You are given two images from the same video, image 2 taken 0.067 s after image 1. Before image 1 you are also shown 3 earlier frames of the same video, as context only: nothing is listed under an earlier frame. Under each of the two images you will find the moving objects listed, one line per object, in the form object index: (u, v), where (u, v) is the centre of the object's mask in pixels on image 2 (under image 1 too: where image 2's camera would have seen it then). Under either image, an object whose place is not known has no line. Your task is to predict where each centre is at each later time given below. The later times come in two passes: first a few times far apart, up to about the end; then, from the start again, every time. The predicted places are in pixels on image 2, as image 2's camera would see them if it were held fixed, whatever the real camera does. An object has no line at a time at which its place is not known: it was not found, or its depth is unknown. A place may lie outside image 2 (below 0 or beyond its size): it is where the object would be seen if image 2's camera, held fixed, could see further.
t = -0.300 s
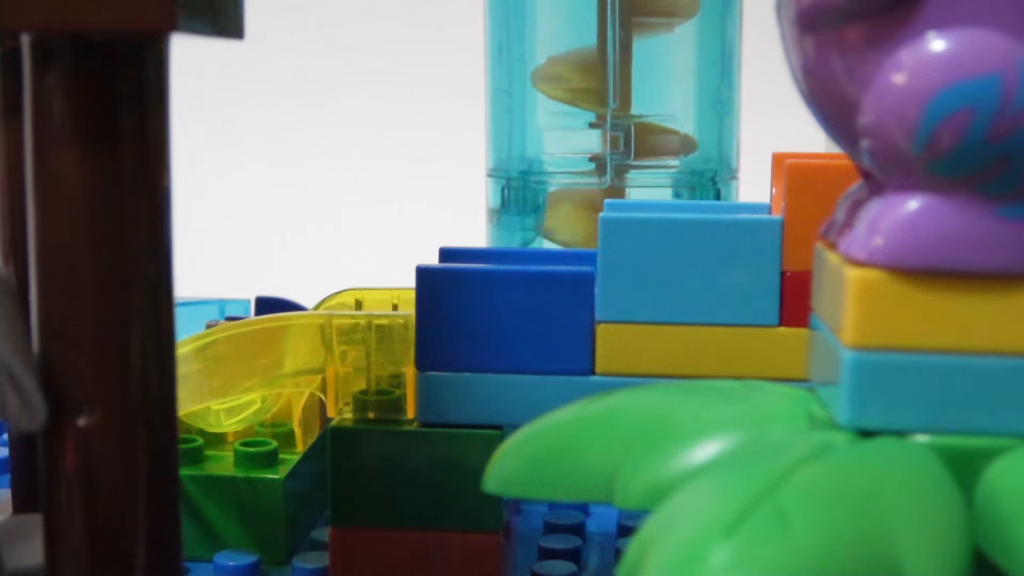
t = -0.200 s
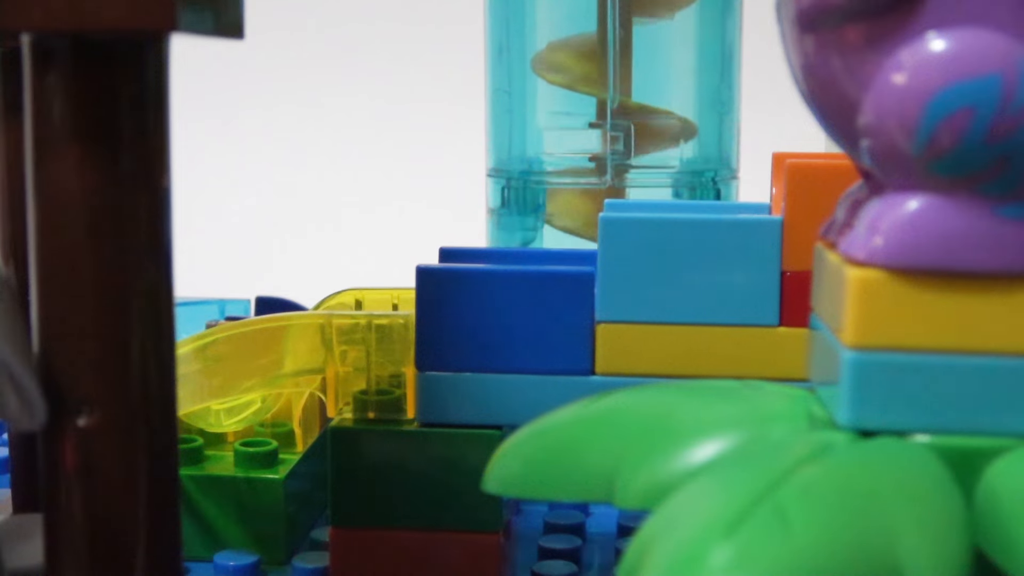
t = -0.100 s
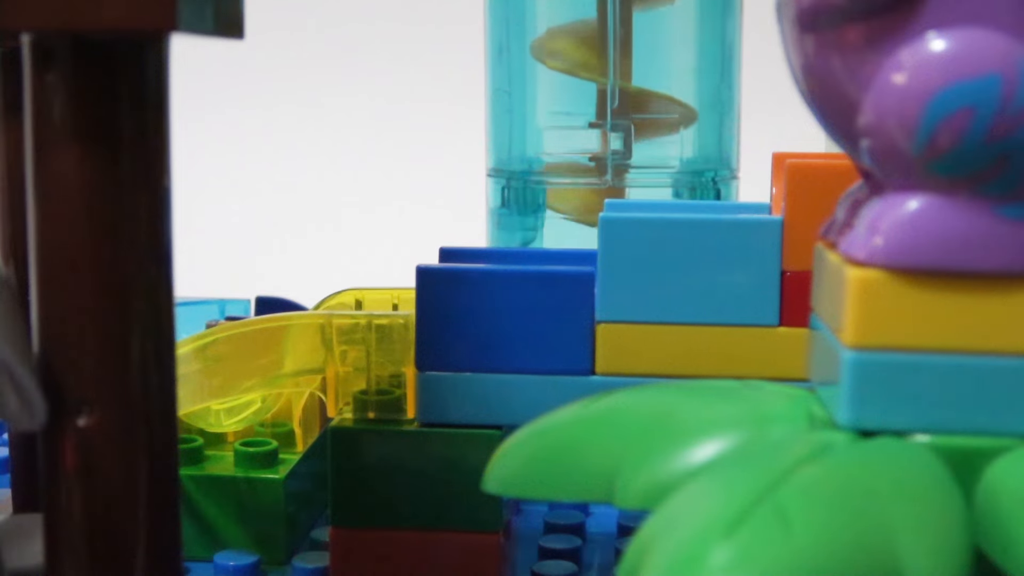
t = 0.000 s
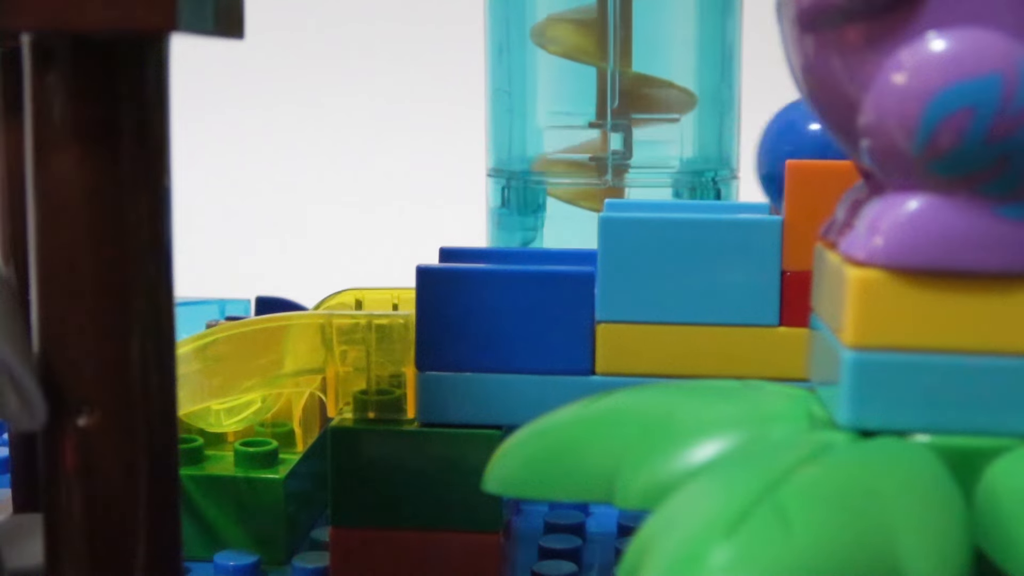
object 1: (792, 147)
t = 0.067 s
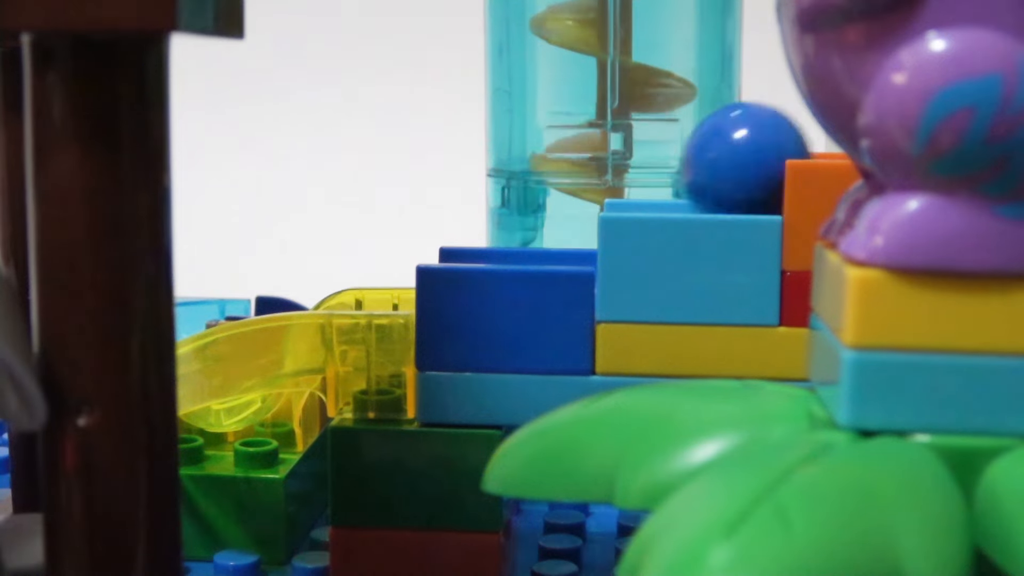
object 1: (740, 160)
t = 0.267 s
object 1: (502, 228)
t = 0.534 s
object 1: (207, 321)
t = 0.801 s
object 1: (198, 301)
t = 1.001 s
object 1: (293, 292)
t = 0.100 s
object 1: (704, 184)
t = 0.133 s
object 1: (666, 179)
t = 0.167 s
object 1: (621, 191)
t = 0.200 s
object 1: (579, 201)
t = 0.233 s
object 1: (539, 227)
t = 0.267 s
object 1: (502, 228)
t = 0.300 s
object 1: (463, 235)
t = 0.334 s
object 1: (420, 245)
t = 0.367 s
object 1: (381, 261)
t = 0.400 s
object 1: (343, 277)
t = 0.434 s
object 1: (296, 283)
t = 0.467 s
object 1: (250, 292)
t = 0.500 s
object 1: (220, 308)
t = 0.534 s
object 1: (207, 321)
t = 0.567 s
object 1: (229, 316)
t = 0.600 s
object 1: (244, 309)
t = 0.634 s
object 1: (217, 310)
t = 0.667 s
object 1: (195, 312)
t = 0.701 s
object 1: (188, 315)
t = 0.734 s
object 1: (185, 314)
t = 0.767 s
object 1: (190, 308)
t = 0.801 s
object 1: (198, 301)
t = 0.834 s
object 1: (212, 299)
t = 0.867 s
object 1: (231, 295)
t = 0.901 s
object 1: (245, 294)
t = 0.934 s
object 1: (260, 293)
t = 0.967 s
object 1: (276, 292)
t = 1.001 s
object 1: (293, 292)
